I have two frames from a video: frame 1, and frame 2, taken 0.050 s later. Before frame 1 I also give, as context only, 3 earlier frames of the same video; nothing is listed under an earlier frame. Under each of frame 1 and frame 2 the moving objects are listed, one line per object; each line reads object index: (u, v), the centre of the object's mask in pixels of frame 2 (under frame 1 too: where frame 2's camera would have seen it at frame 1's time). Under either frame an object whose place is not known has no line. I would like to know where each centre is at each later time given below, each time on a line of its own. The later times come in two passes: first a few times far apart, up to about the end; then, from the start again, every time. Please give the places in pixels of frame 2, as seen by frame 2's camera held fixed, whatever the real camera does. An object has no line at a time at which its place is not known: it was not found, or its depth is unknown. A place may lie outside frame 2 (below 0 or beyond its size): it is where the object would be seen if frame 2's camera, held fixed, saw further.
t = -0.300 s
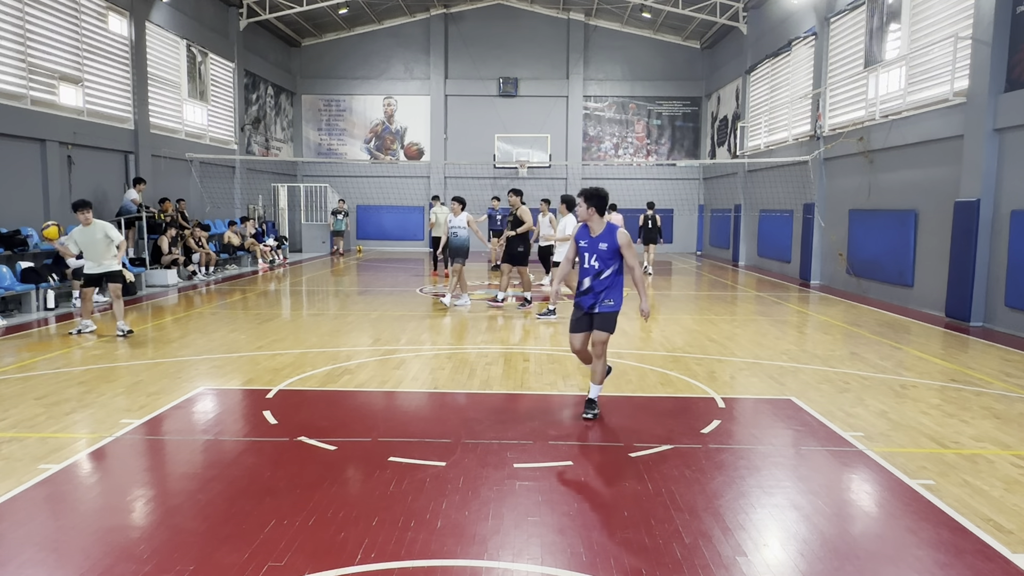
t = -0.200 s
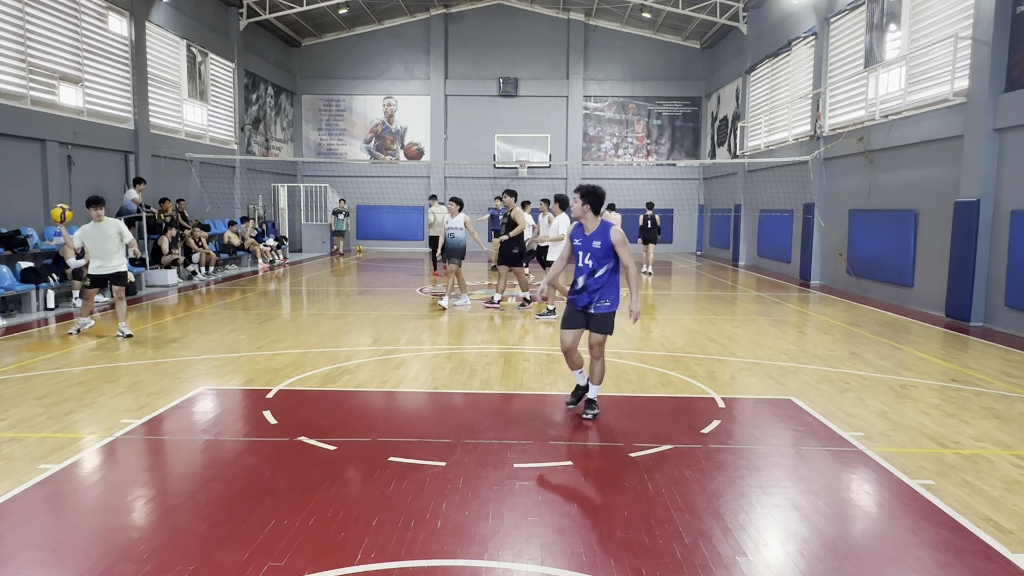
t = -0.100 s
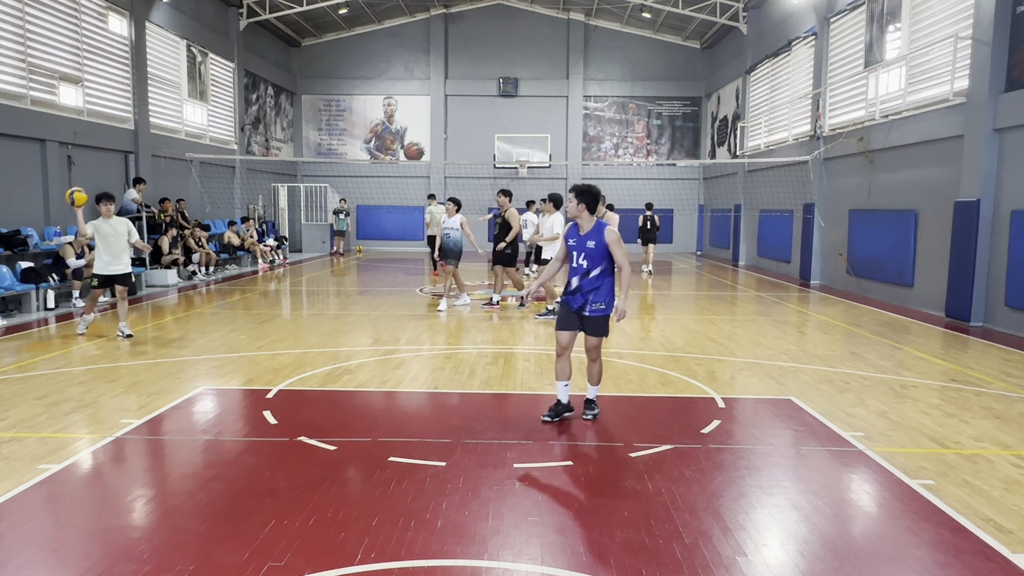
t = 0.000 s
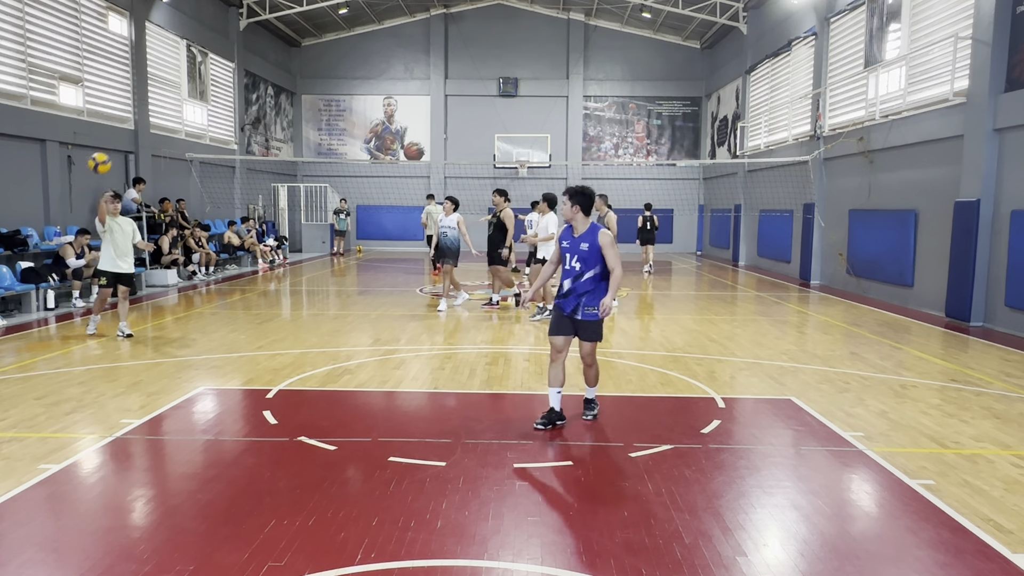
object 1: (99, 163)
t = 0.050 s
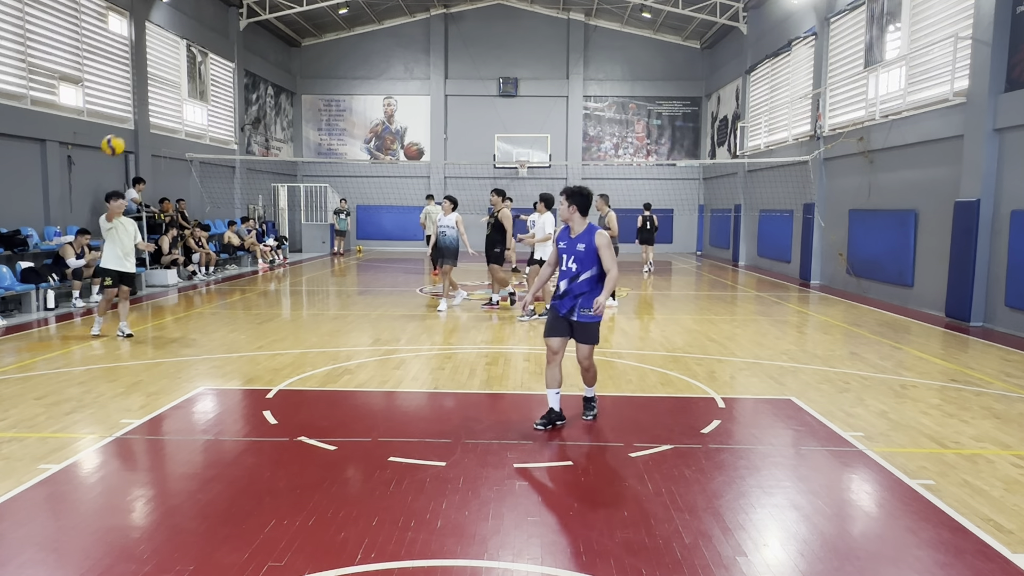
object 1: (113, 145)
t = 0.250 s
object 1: (177, 93)
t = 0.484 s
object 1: (272, 76)
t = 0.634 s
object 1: (347, 102)
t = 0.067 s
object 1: (117, 140)
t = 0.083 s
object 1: (123, 135)
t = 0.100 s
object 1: (128, 130)
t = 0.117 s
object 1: (133, 125)
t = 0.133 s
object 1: (138, 120)
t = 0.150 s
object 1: (143, 116)
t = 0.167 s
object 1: (148, 111)
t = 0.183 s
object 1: (153, 107)
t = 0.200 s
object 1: (159, 103)
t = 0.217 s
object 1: (166, 100)
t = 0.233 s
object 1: (171, 96)
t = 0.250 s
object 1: (177, 93)
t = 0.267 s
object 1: (184, 90)
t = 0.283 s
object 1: (190, 87)
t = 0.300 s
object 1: (196, 85)
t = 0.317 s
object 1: (201, 82)
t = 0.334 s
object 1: (208, 80)
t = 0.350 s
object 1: (214, 79)
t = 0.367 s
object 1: (222, 78)
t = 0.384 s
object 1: (229, 77)
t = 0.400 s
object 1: (236, 75)
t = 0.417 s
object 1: (243, 75)
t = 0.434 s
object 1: (250, 75)
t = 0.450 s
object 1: (257, 75)
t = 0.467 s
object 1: (265, 76)
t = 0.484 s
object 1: (272, 76)
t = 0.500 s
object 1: (280, 77)
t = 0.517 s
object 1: (288, 79)
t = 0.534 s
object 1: (296, 81)
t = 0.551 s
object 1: (304, 84)
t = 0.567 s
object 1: (312, 87)
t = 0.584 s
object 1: (321, 90)
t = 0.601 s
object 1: (330, 93)
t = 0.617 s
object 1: (338, 97)
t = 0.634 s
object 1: (347, 102)
